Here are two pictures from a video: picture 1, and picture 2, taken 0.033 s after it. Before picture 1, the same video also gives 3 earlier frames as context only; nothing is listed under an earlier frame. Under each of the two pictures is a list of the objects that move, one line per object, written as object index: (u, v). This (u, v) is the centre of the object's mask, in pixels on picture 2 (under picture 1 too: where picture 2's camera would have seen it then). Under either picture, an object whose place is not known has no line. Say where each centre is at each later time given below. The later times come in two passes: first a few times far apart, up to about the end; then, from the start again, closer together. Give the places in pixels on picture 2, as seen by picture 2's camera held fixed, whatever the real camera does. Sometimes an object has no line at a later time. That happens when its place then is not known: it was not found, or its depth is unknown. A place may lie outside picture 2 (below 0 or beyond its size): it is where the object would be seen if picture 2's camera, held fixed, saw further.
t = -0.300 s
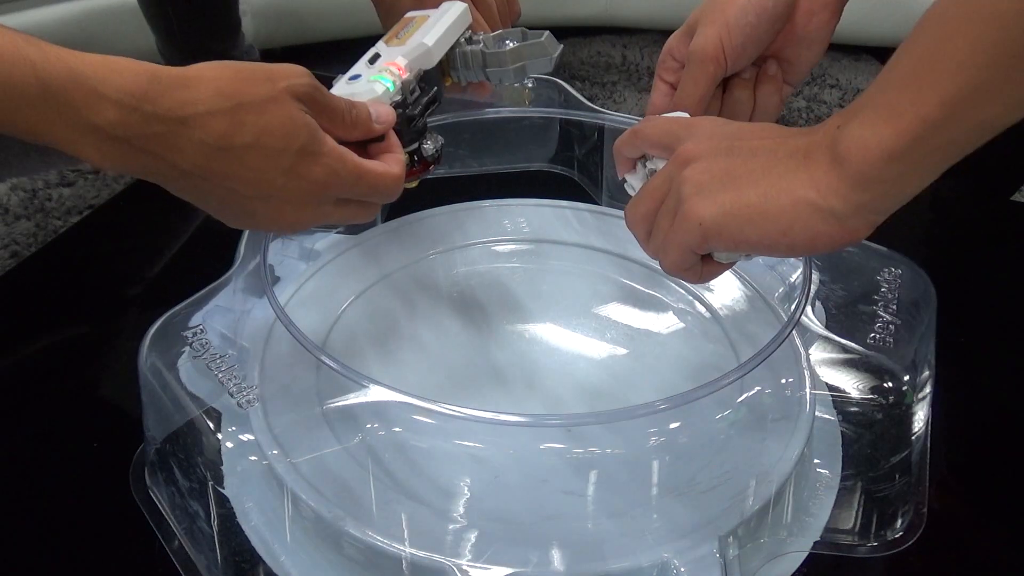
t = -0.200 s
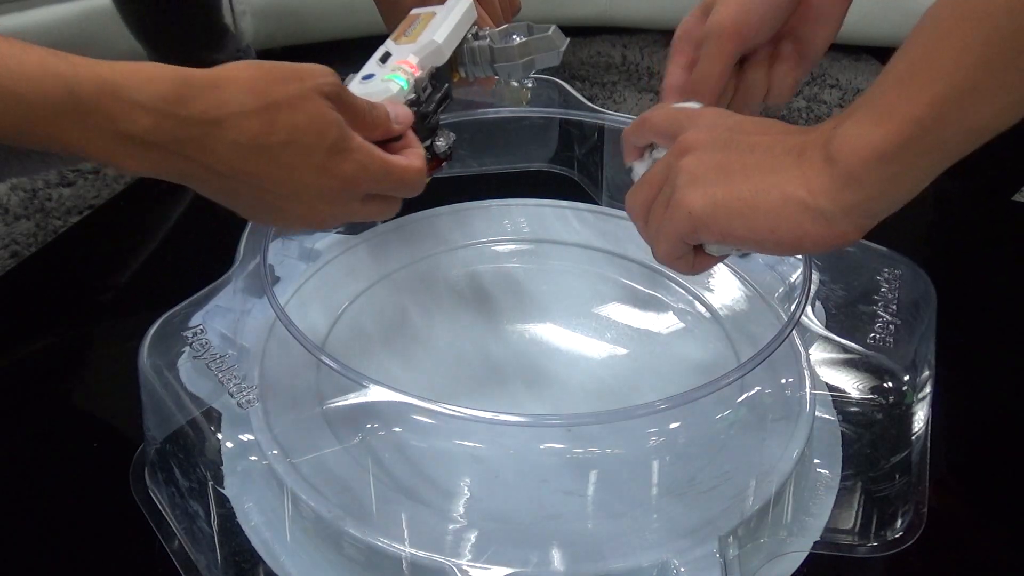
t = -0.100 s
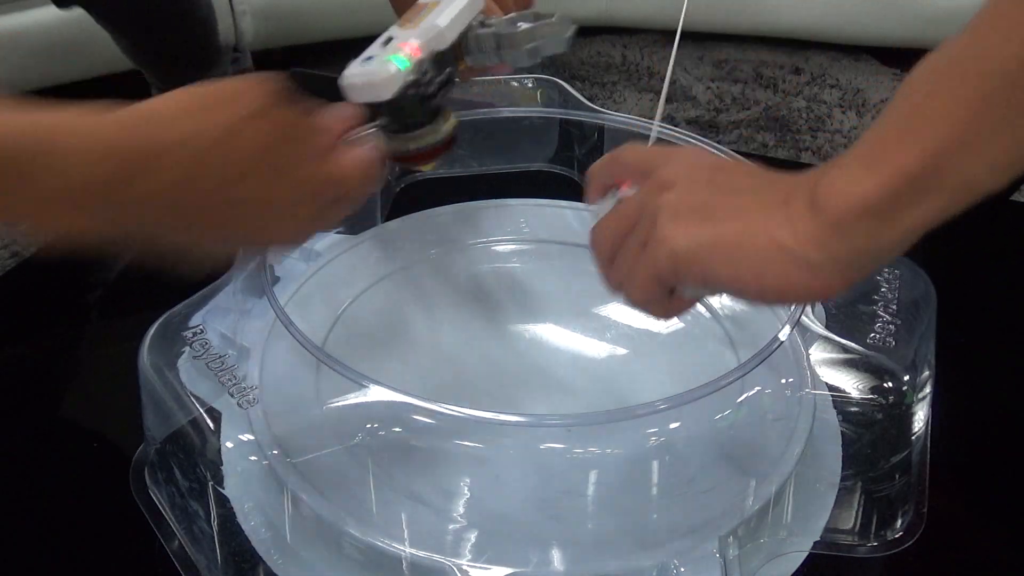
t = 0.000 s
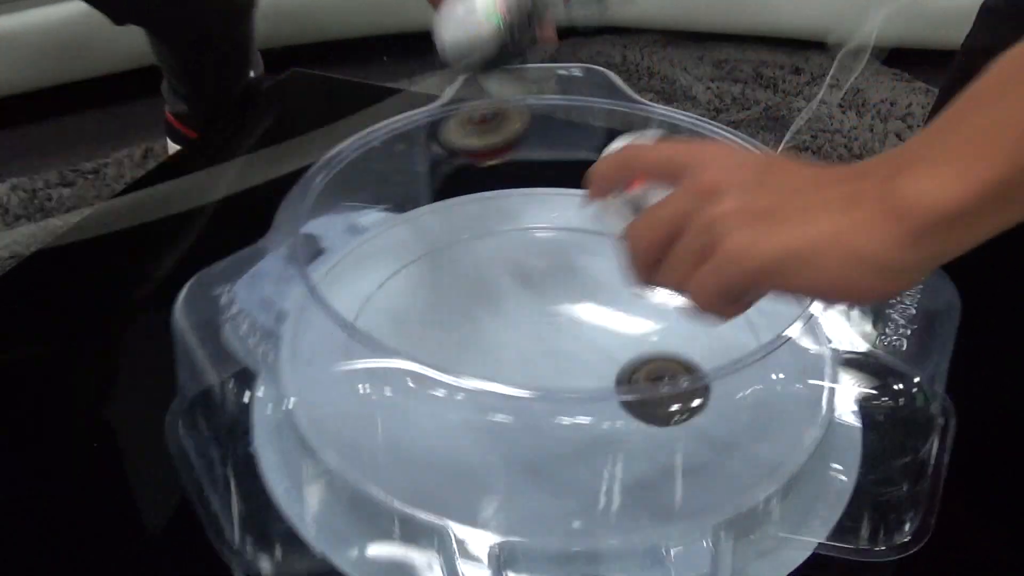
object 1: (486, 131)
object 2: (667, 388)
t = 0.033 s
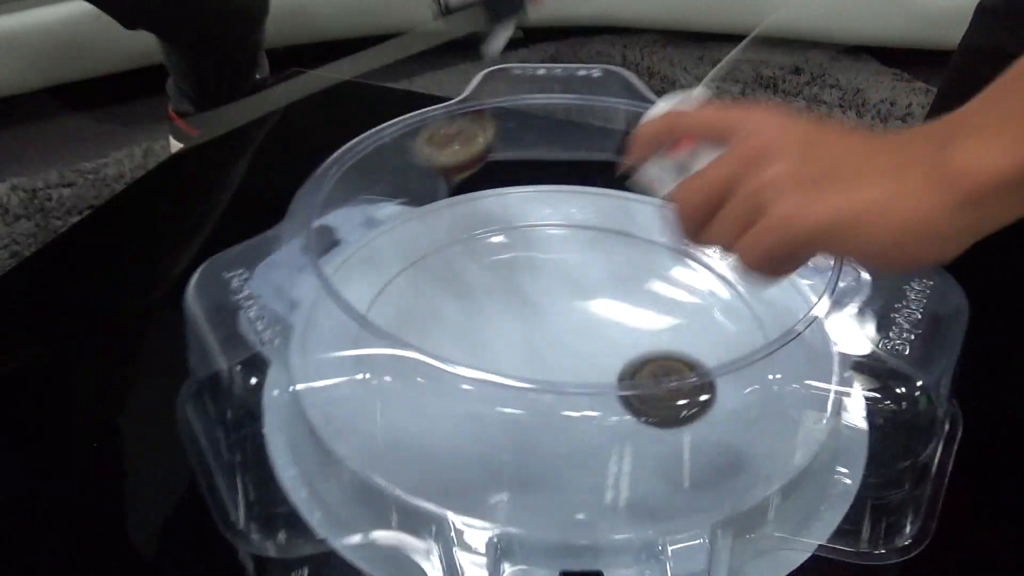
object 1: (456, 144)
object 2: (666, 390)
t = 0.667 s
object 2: (492, 255)
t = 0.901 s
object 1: (644, 255)
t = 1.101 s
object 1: (478, 275)
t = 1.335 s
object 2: (757, 307)
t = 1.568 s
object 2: (521, 208)
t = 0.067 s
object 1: (430, 181)
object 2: (665, 411)
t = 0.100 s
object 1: (433, 209)
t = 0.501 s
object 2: (560, 269)
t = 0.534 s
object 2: (549, 260)
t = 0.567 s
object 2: (536, 254)
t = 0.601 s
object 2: (522, 251)
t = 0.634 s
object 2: (507, 252)
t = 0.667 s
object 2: (492, 255)
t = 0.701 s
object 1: (746, 349)
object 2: (476, 262)
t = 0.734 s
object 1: (739, 325)
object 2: (461, 272)
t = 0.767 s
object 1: (731, 307)
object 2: (447, 284)
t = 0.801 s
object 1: (716, 290)
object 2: (435, 299)
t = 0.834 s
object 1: (697, 276)
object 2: (427, 314)
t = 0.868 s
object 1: (671, 264)
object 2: (429, 326)
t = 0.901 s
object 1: (644, 255)
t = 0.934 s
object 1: (614, 249)
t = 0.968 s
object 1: (585, 247)
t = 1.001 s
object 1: (555, 251)
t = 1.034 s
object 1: (525, 255)
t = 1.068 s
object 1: (500, 262)
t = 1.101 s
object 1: (478, 275)
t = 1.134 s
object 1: (456, 289)
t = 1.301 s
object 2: (759, 331)
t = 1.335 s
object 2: (757, 307)
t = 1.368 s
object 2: (741, 277)
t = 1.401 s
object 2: (717, 254)
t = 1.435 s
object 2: (685, 233)
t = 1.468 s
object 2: (648, 218)
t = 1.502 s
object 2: (607, 209)
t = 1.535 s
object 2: (566, 205)
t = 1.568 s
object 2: (521, 208)
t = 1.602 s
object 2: (478, 216)
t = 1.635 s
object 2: (439, 232)
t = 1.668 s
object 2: (408, 254)
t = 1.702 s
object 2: (386, 284)
